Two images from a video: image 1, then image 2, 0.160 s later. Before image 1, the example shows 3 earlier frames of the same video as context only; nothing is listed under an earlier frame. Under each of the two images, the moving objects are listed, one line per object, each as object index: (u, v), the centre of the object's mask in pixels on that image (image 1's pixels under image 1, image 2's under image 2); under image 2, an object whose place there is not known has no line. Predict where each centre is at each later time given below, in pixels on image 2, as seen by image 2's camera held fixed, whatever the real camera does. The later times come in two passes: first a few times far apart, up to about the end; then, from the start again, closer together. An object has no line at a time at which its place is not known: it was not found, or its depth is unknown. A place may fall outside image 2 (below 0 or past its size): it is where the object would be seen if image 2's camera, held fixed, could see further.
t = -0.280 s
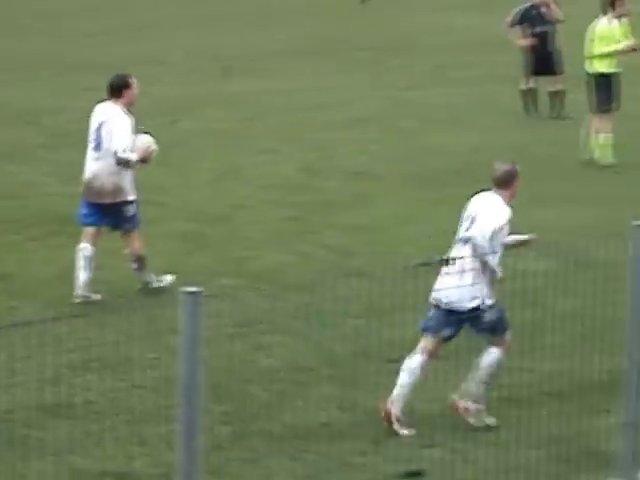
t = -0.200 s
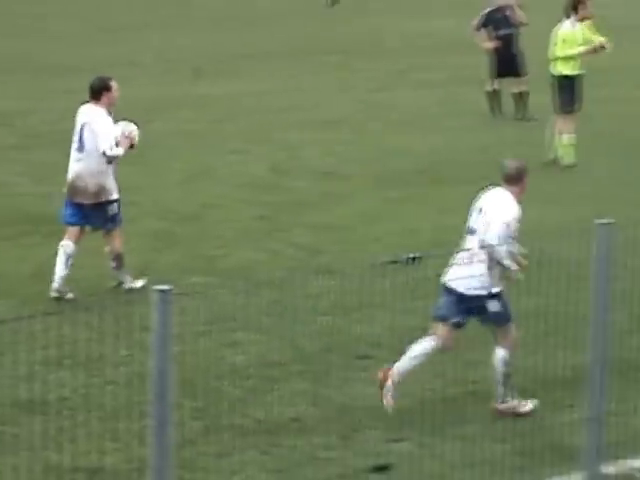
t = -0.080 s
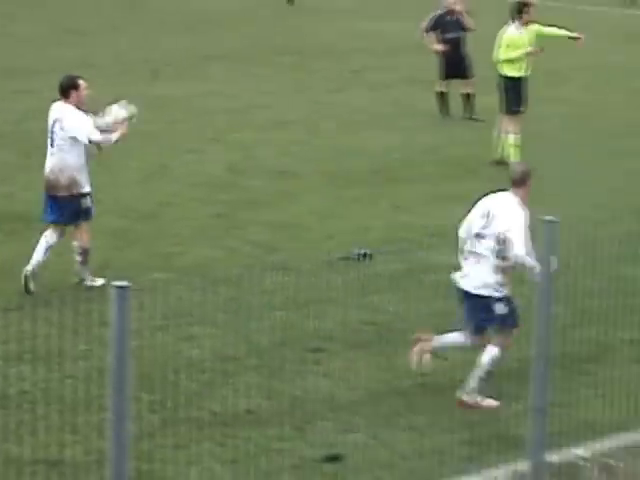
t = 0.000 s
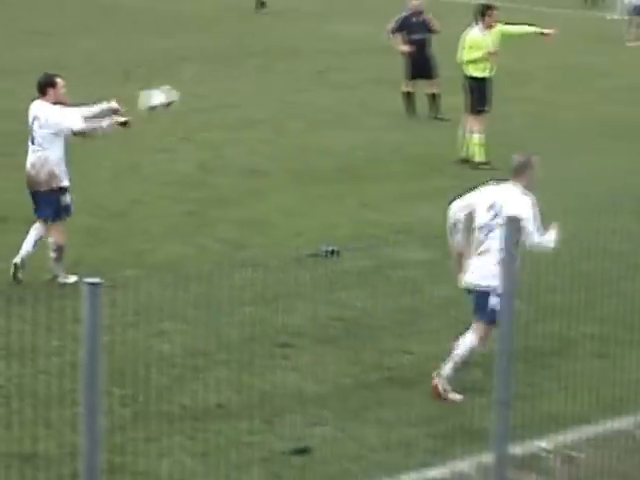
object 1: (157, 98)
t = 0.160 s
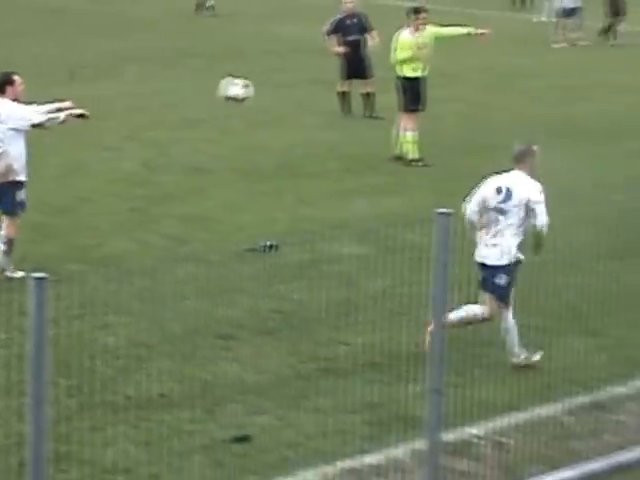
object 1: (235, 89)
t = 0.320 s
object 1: (361, 109)
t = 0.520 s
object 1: (503, 170)
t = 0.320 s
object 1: (361, 109)
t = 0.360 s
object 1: (390, 119)
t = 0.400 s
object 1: (420, 129)
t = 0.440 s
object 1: (448, 141)
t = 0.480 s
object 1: (476, 155)
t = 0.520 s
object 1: (503, 170)
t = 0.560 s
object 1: (530, 186)
